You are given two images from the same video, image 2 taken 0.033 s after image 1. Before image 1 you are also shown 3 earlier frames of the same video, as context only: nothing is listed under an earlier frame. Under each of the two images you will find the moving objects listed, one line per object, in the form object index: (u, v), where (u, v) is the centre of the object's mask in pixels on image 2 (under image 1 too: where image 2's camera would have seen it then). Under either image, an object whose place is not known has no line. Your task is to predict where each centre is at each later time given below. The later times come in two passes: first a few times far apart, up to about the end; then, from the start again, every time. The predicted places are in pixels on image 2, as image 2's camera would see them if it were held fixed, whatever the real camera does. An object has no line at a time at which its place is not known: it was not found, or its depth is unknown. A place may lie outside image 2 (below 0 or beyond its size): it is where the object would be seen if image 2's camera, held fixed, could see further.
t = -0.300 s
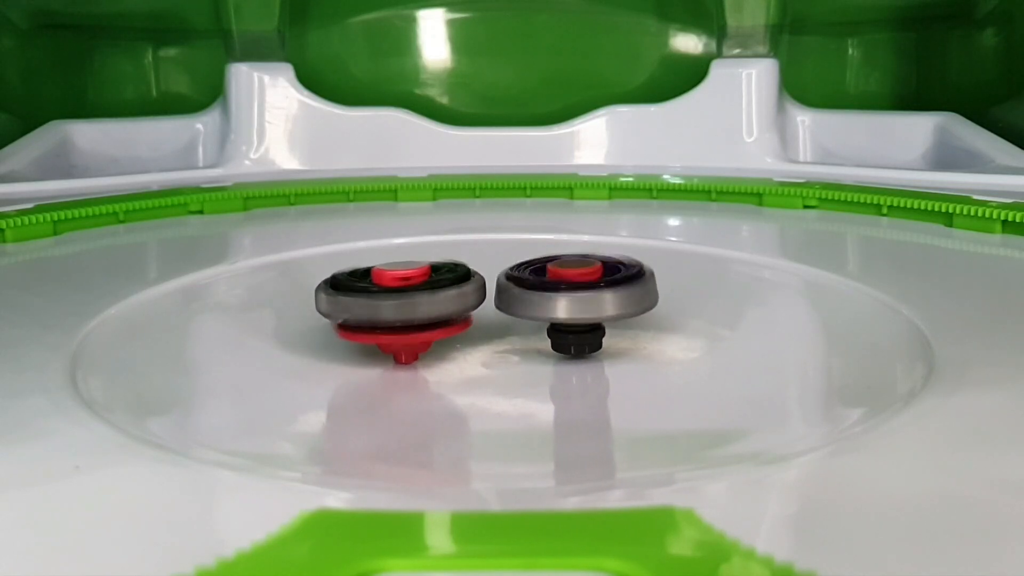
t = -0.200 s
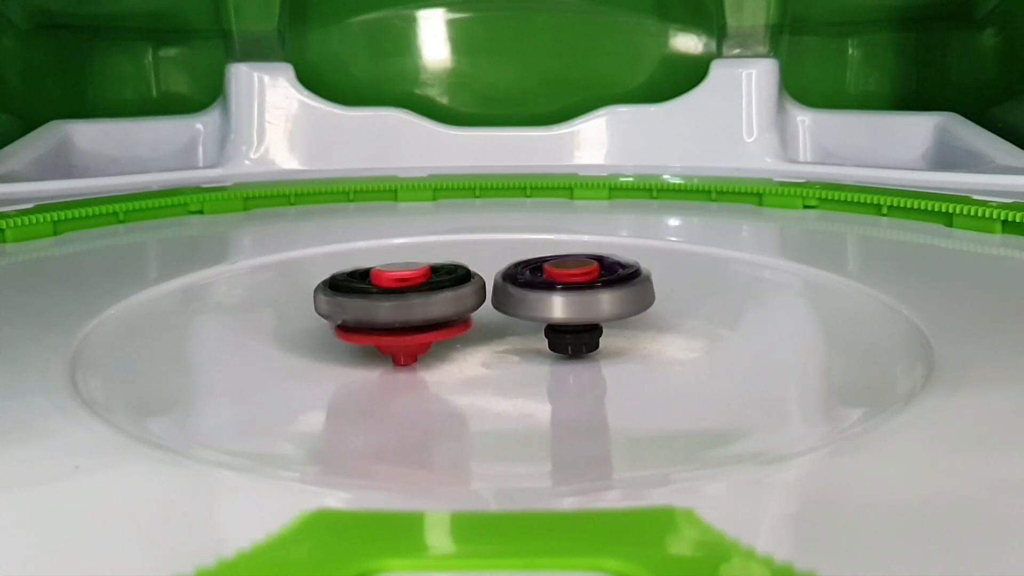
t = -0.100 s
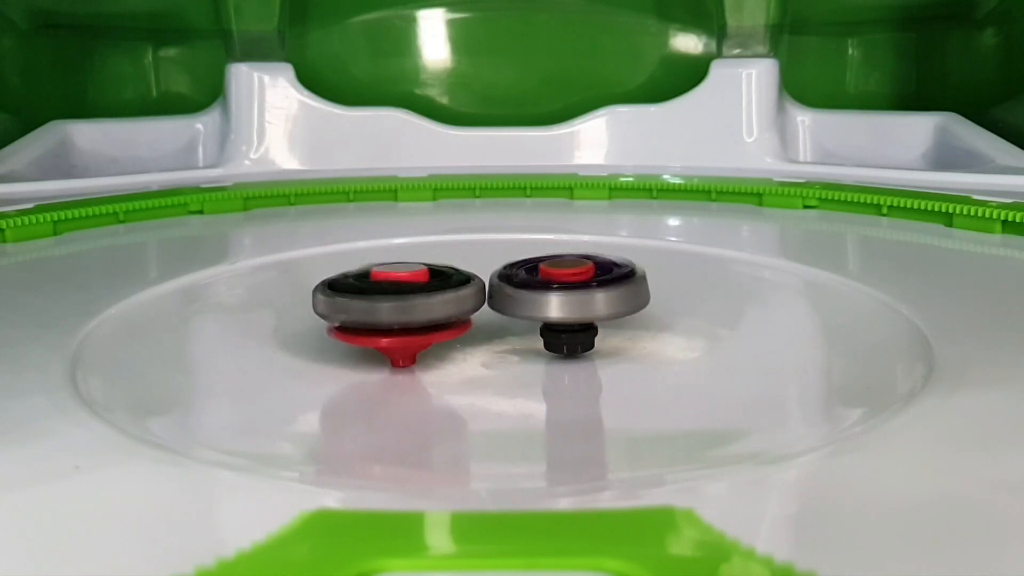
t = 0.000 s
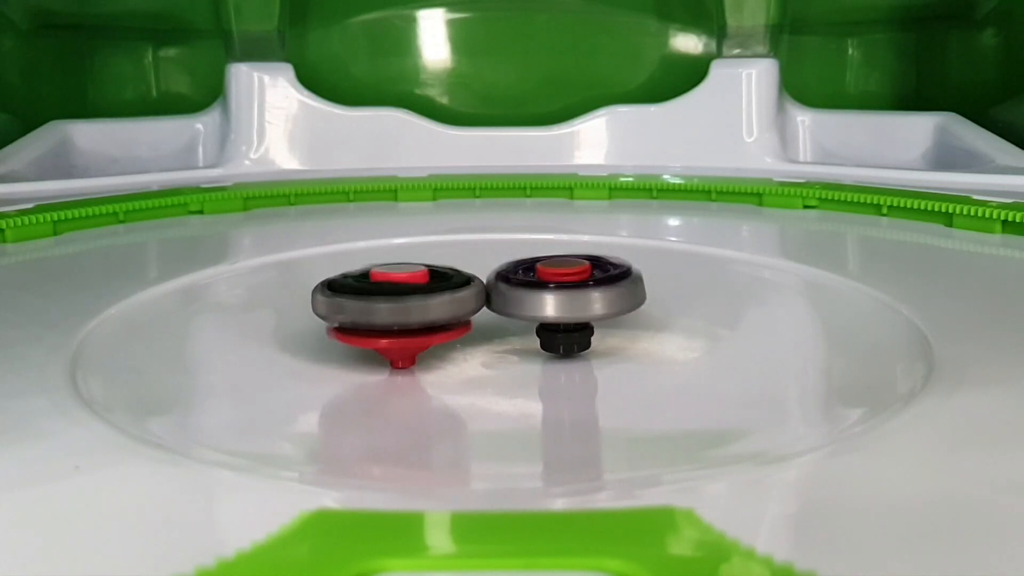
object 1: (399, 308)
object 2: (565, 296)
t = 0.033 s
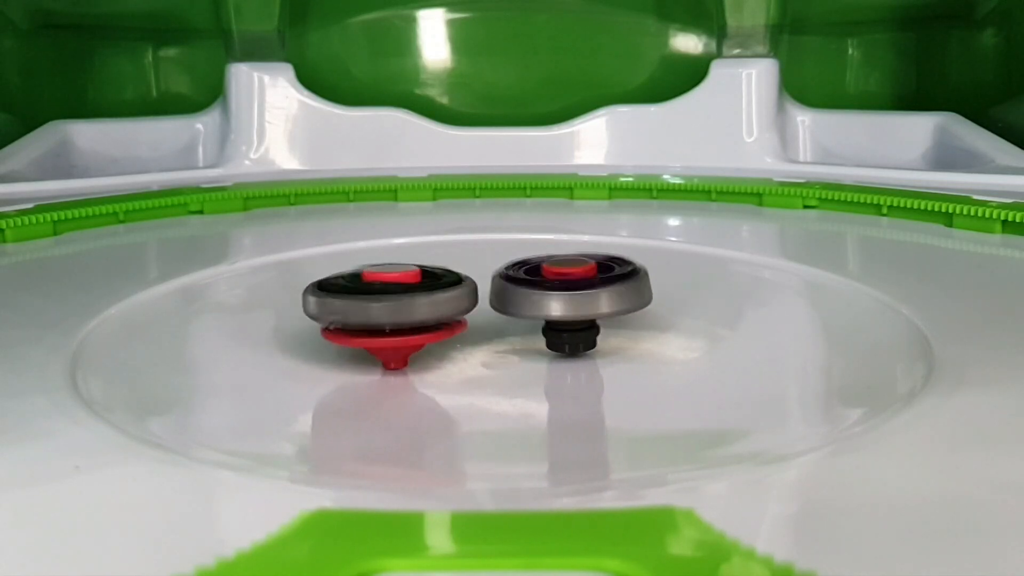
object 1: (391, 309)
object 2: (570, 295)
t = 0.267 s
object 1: (370, 310)
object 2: (584, 293)
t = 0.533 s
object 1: (363, 312)
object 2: (573, 292)
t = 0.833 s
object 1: (364, 313)
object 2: (558, 292)
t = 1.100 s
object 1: (369, 313)
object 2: (545, 292)
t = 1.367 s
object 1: (376, 312)
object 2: (535, 293)
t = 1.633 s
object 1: (376, 311)
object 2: (535, 292)
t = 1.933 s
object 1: (376, 312)
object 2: (537, 291)
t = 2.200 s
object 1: (353, 314)
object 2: (554, 286)
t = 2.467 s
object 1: (351, 314)
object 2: (559, 282)
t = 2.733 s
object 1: (362, 315)
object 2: (550, 280)
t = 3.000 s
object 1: (378, 317)
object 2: (540, 280)
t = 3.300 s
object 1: (401, 319)
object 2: (534, 281)
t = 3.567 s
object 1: (410, 321)
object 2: (534, 279)
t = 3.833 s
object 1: (410, 327)
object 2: (536, 274)
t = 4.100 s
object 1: (428, 330)
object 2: (532, 272)
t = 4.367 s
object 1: (442, 332)
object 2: (527, 267)
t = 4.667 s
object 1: (455, 333)
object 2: (518, 266)
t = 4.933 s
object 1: (466, 334)
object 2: (510, 267)
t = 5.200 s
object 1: (478, 334)
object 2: (503, 268)
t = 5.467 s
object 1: (484, 336)
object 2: (499, 269)
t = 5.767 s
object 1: (491, 337)
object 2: (493, 271)
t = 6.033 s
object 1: (494, 341)
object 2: (487, 271)
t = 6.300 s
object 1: (498, 341)
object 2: (484, 272)
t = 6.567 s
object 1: (502, 340)
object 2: (477, 273)
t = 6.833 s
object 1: (503, 339)
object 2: (473, 274)
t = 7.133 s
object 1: (504, 340)
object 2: (469, 273)
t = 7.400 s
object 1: (508, 337)
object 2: (460, 273)
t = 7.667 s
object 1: (516, 340)
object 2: (455, 272)
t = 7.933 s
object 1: (520, 338)
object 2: (448, 272)
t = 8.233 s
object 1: (529, 336)
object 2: (440, 275)
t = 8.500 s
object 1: (538, 332)
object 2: (437, 280)
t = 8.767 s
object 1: (551, 330)
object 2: (435, 284)
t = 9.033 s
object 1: (573, 330)
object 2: (437, 284)
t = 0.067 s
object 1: (382, 309)
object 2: (577, 295)
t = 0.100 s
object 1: (377, 309)
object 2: (582, 294)
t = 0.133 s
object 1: (376, 309)
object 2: (582, 293)
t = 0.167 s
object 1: (373, 309)
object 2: (585, 293)
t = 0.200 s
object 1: (373, 310)
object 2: (585, 293)
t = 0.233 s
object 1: (370, 310)
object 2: (583, 293)
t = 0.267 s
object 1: (370, 310)
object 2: (584, 293)
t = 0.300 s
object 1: (369, 310)
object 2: (582, 292)
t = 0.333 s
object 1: (367, 311)
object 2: (581, 292)
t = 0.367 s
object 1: (367, 311)
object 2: (580, 292)
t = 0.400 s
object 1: (366, 311)
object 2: (579, 292)
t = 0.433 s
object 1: (364, 311)
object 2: (576, 292)
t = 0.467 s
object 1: (365, 311)
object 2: (576, 292)
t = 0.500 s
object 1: (363, 312)
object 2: (575, 292)
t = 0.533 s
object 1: (363, 312)
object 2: (573, 292)
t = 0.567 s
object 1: (363, 312)
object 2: (571, 292)
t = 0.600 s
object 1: (362, 312)
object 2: (570, 292)
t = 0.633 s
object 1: (362, 312)
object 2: (567, 292)
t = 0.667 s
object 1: (363, 312)
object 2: (567, 292)
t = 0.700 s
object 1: (362, 312)
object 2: (565, 292)
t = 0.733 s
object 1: (362, 312)
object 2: (564, 291)
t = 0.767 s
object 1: (362, 312)
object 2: (562, 292)
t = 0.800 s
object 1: (363, 313)
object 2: (561, 292)
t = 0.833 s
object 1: (364, 313)
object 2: (558, 292)
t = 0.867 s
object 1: (364, 312)
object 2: (557, 292)
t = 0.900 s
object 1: (365, 312)
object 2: (555, 292)
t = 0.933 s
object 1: (365, 313)
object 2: (553, 292)
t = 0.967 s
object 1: (366, 313)
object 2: (551, 292)
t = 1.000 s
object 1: (366, 312)
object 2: (550, 292)
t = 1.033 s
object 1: (367, 313)
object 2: (547, 292)
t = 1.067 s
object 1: (368, 313)
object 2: (547, 292)
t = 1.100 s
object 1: (369, 313)
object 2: (545, 292)
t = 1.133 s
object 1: (369, 313)
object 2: (544, 292)
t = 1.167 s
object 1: (370, 312)
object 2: (542, 293)
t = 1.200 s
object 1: (371, 313)
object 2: (541, 293)
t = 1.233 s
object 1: (372, 313)
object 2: (539, 293)
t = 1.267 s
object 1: (371, 313)
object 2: (539, 293)
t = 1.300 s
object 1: (373, 313)
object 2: (537, 293)
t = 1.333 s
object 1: (374, 312)
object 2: (536, 293)
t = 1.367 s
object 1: (376, 312)
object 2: (535, 293)
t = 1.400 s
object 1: (376, 313)
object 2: (534, 293)
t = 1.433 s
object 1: (372, 312)
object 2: (535, 293)
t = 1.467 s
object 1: (373, 312)
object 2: (536, 292)
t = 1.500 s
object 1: (372, 312)
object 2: (536, 292)
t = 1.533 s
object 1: (372, 312)
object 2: (536, 292)
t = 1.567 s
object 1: (374, 312)
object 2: (536, 292)
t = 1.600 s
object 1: (375, 312)
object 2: (536, 292)
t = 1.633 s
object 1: (376, 311)
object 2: (535, 292)
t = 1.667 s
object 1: (377, 312)
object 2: (535, 292)
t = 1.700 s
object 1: (373, 312)
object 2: (536, 292)
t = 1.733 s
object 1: (372, 311)
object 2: (537, 291)
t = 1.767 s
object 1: (371, 312)
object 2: (539, 291)
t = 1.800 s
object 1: (371, 312)
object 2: (538, 291)
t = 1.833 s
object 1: (373, 312)
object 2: (538, 291)
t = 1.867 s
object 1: (373, 312)
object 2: (538, 291)
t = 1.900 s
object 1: (374, 311)
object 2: (537, 291)
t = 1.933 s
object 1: (376, 312)
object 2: (537, 291)
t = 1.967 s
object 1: (377, 312)
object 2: (536, 290)
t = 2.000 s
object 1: (377, 311)
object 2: (535, 290)
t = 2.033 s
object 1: (379, 312)
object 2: (535, 291)
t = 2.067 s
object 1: (380, 312)
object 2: (535, 290)
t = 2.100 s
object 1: (371, 313)
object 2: (540, 289)
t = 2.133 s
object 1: (364, 312)
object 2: (544, 288)
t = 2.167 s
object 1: (355, 313)
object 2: (552, 286)
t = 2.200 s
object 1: (353, 314)
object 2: (554, 286)
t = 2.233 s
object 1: (348, 314)
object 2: (559, 284)
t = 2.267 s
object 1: (346, 314)
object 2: (560, 284)
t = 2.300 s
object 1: (346, 314)
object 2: (561, 283)
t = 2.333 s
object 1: (346, 314)
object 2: (562, 283)
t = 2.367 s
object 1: (348, 314)
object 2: (561, 282)
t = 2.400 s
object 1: (348, 314)
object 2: (561, 282)
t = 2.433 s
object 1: (349, 315)
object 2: (560, 282)
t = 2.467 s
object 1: (351, 314)
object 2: (559, 282)
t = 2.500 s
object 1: (353, 315)
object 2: (558, 281)
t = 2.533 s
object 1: (353, 315)
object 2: (557, 281)
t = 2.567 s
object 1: (356, 315)
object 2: (555, 281)
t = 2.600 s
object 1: (358, 316)
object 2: (554, 281)
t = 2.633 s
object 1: (358, 315)
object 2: (553, 281)
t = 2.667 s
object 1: (360, 316)
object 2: (551, 280)
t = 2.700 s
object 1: (362, 316)
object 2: (550, 281)
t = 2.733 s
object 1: (362, 315)
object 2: (550, 280)
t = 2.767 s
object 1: (365, 316)
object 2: (547, 280)
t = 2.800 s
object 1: (366, 316)
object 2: (547, 280)
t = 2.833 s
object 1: (369, 316)
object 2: (545, 280)
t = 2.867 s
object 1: (370, 317)
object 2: (544, 280)
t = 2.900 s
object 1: (372, 317)
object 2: (543, 280)
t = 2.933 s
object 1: (375, 317)
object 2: (543, 280)
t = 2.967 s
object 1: (378, 317)
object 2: (540, 280)
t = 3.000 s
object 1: (378, 317)
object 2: (540, 280)
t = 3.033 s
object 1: (382, 318)
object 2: (539, 280)
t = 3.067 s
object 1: (384, 317)
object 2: (537, 280)
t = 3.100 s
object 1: (387, 317)
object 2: (537, 281)
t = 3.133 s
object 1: (389, 318)
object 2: (536, 280)
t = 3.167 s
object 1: (392, 318)
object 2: (535, 281)
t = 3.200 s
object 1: (393, 317)
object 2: (535, 281)
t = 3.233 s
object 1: (396, 318)
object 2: (534, 280)
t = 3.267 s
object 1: (398, 319)
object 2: (534, 281)
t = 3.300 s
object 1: (401, 319)
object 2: (534, 281)
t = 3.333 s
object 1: (402, 318)
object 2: (533, 281)
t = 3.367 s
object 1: (404, 318)
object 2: (532, 281)
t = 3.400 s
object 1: (407, 318)
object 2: (533, 281)
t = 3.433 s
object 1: (411, 319)
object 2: (532, 281)
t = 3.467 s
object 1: (412, 319)
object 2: (531, 281)
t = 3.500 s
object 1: (417, 319)
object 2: (532, 280)
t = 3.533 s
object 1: (416, 319)
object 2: (533, 280)
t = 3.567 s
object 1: (410, 321)
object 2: (534, 279)
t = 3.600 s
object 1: (407, 323)
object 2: (535, 277)
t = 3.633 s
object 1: (404, 325)
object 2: (536, 276)
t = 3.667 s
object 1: (404, 325)
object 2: (537, 276)
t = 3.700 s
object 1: (404, 326)
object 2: (537, 275)
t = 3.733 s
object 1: (406, 326)
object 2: (538, 275)
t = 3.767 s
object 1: (408, 327)
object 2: (538, 275)
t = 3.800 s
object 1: (408, 327)
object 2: (537, 274)
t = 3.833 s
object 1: (410, 327)
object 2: (536, 274)
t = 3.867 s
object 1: (413, 327)
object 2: (537, 274)
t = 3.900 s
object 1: (416, 328)
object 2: (536, 274)
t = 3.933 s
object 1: (416, 328)
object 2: (535, 274)
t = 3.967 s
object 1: (420, 329)
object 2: (535, 273)
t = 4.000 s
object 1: (421, 329)
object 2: (534, 273)
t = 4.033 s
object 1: (424, 329)
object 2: (534, 273)
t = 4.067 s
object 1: (425, 330)
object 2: (533, 272)
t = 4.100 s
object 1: (428, 330)
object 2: (532, 272)
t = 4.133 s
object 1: (428, 329)
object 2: (531, 271)
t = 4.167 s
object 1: (431, 330)
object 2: (530, 270)
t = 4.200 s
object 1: (433, 331)
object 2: (531, 270)
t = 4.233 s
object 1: (435, 331)
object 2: (530, 269)
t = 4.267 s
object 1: (436, 331)
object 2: (528, 269)
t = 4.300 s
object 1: (437, 332)
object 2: (527, 268)
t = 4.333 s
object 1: (440, 331)
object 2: (529, 268)
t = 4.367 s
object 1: (442, 332)
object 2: (527, 267)
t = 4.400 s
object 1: (442, 332)
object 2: (524, 267)
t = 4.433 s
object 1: (445, 332)
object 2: (523, 266)
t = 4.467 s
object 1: (446, 332)
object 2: (523, 266)
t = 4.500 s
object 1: (447, 332)
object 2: (522, 266)
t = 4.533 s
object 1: (449, 333)
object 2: (521, 265)
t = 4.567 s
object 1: (451, 333)
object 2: (520, 266)
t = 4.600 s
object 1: (452, 332)
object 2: (519, 266)
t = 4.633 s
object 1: (454, 333)
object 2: (518, 266)
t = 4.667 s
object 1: (455, 333)
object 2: (518, 266)
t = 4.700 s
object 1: (457, 334)
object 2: (516, 266)
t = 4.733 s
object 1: (458, 334)
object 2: (514, 266)
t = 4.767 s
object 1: (459, 334)
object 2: (513, 267)
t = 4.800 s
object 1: (461, 333)
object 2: (514, 266)
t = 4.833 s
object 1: (462, 334)
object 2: (513, 266)
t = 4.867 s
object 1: (464, 334)
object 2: (511, 267)
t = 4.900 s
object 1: (466, 334)
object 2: (509, 267)
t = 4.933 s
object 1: (466, 334)
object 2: (510, 267)
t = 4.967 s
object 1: (468, 334)
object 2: (510, 267)
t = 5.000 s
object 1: (470, 334)
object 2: (507, 267)
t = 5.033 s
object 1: (471, 334)
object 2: (506, 267)
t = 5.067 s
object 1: (472, 334)
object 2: (507, 268)
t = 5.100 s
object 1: (474, 334)
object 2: (505, 268)
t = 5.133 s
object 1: (474, 334)
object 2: (505, 268)
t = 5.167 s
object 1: (476, 334)
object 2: (504, 268)
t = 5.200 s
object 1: (478, 334)
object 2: (503, 268)
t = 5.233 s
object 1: (479, 334)
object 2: (502, 268)
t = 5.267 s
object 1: (479, 334)
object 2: (503, 268)
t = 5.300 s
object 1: (481, 334)
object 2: (502, 269)
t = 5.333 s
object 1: (481, 335)
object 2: (500, 268)
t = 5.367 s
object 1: (482, 336)
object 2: (499, 269)
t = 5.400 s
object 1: (482, 336)
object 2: (500, 268)
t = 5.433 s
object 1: (482, 336)
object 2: (500, 269)
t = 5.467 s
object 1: (484, 336)
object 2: (499, 269)
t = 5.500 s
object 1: (485, 336)
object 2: (498, 269)
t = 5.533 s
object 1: (486, 336)
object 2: (497, 269)
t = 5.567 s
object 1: (488, 336)
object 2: (495, 269)
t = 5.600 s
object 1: (487, 336)
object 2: (498, 270)
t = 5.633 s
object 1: (488, 336)
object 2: (498, 270)
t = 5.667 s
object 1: (490, 336)
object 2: (494, 270)
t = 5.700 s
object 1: (490, 336)
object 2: (493, 270)
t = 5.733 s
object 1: (490, 336)
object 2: (496, 270)
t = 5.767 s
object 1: (491, 337)
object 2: (493, 271)
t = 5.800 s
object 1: (492, 337)
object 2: (492, 271)
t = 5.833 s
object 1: (493, 339)
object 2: (490, 271)
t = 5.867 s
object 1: (492, 340)
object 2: (493, 270)
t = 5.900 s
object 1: (491, 341)
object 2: (491, 270)
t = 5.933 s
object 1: (492, 341)
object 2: (490, 270)
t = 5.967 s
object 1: (492, 341)
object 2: (490, 270)
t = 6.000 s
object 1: (492, 341)
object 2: (489, 270)
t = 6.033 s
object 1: (494, 341)
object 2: (487, 271)
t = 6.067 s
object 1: (494, 341)
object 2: (489, 271)
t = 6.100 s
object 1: (494, 341)
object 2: (488, 271)
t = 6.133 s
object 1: (496, 341)
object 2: (486, 271)
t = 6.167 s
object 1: (496, 341)
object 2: (485, 271)
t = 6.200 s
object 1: (496, 342)
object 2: (486, 272)
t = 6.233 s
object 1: (498, 342)
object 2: (483, 273)
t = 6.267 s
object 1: (497, 341)
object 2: (484, 272)
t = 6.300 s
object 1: (498, 341)
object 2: (484, 272)
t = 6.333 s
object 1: (499, 342)
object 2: (481, 272)
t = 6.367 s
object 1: (499, 341)
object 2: (480, 272)
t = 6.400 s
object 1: (498, 341)
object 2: (482, 272)
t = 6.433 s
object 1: (500, 341)
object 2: (481, 273)
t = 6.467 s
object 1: (500, 341)
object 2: (478, 273)
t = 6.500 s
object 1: (501, 340)
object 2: (478, 273)
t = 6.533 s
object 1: (501, 341)
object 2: (478, 273)
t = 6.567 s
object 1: (502, 340)
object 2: (477, 273)
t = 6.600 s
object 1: (501, 339)
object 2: (478, 273)
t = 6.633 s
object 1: (502, 340)
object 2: (477, 273)
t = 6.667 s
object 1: (502, 340)
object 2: (476, 274)
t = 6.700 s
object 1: (503, 339)
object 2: (474, 273)
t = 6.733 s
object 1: (503, 339)
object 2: (475, 274)
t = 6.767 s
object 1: (503, 339)
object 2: (474, 273)
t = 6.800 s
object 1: (503, 338)
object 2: (474, 273)
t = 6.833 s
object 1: (503, 339)
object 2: (473, 274)
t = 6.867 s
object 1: (503, 338)
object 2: (472, 274)
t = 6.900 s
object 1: (504, 338)
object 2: (471, 274)
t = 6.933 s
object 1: (504, 339)
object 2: (472, 274)
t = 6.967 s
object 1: (504, 340)
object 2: (471, 273)
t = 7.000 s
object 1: (505, 340)
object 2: (469, 273)
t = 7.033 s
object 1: (504, 340)
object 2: (469, 273)
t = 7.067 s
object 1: (504, 340)
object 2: (468, 273)
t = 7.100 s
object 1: (504, 340)
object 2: (466, 273)
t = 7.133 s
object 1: (504, 340)
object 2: (469, 273)
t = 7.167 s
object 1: (504, 339)
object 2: (468, 272)
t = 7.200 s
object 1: (505, 339)
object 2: (465, 273)
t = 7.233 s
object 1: (505, 339)
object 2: (465, 273)
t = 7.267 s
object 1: (506, 339)
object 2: (466, 273)
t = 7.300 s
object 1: (507, 339)
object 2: (463, 273)
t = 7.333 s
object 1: (506, 338)
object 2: (463, 273)
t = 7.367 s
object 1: (506, 338)
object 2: (462, 273)
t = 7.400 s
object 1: (508, 337)
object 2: (460, 273)
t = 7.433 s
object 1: (508, 337)
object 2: (460, 274)
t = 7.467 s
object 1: (508, 337)
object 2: (460, 273)
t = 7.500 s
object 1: (510, 336)
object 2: (458, 274)
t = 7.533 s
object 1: (509, 336)
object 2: (458, 274)
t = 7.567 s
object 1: (512, 338)
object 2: (456, 273)
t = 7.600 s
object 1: (514, 338)
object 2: (456, 273)
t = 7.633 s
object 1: (517, 339)
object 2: (455, 272)
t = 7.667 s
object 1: (516, 340)
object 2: (455, 272)
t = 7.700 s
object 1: (518, 340)
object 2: (454, 272)
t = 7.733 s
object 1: (517, 340)
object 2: (453, 271)
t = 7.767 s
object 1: (517, 339)
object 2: (452, 271)
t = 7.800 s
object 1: (519, 340)
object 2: (453, 272)
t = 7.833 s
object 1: (519, 339)
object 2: (451, 272)
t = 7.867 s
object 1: (518, 340)
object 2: (451, 271)
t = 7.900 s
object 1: (520, 339)
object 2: (449, 271)
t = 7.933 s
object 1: (520, 338)
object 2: (448, 272)
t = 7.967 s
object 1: (521, 338)
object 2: (447, 271)
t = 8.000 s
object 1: (523, 338)
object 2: (446, 272)
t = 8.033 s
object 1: (523, 338)
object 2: (445, 272)
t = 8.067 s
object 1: (524, 338)
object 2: (445, 272)
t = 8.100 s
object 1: (526, 337)
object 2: (444, 273)
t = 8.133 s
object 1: (526, 337)
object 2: (442, 273)
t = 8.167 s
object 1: (526, 336)
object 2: (441, 273)
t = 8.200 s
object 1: (529, 336)
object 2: (442, 274)
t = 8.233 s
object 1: (529, 336)
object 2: (440, 275)
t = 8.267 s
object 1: (530, 336)
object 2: (440, 275)
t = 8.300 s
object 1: (532, 335)
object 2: (440, 276)
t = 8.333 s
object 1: (532, 335)
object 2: (437, 277)
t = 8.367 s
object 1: (533, 334)
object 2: (437, 277)
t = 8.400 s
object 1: (535, 334)
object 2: (438, 278)
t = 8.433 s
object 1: (536, 333)
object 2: (437, 279)
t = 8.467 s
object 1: (536, 334)
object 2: (438, 279)
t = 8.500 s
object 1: (538, 332)
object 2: (437, 280)
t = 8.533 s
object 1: (538, 332)
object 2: (436, 280)
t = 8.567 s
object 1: (539, 331)
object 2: (435, 282)
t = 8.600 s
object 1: (541, 331)
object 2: (437, 282)
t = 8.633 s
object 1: (541, 330)
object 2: (436, 283)
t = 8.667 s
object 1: (542, 331)
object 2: (437, 283)
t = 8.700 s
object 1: (544, 330)
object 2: (437, 284)
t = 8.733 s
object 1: (543, 329)
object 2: (436, 284)
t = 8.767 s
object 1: (551, 330)
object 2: (435, 284)
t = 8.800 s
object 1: (556, 331)
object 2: (437, 284)
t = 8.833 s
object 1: (562, 331)
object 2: (437, 284)
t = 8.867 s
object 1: (563, 332)
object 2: (436, 284)
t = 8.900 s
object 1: (567, 332)
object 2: (436, 284)
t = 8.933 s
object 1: (567, 331)
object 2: (436, 284)
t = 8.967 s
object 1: (570, 331)
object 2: (435, 283)
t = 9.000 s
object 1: (572, 331)
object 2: (437, 284)
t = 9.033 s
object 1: (573, 330)
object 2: (437, 284)
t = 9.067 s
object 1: (574, 330)
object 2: (436, 284)
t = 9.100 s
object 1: (577, 329)
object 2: (436, 284)
